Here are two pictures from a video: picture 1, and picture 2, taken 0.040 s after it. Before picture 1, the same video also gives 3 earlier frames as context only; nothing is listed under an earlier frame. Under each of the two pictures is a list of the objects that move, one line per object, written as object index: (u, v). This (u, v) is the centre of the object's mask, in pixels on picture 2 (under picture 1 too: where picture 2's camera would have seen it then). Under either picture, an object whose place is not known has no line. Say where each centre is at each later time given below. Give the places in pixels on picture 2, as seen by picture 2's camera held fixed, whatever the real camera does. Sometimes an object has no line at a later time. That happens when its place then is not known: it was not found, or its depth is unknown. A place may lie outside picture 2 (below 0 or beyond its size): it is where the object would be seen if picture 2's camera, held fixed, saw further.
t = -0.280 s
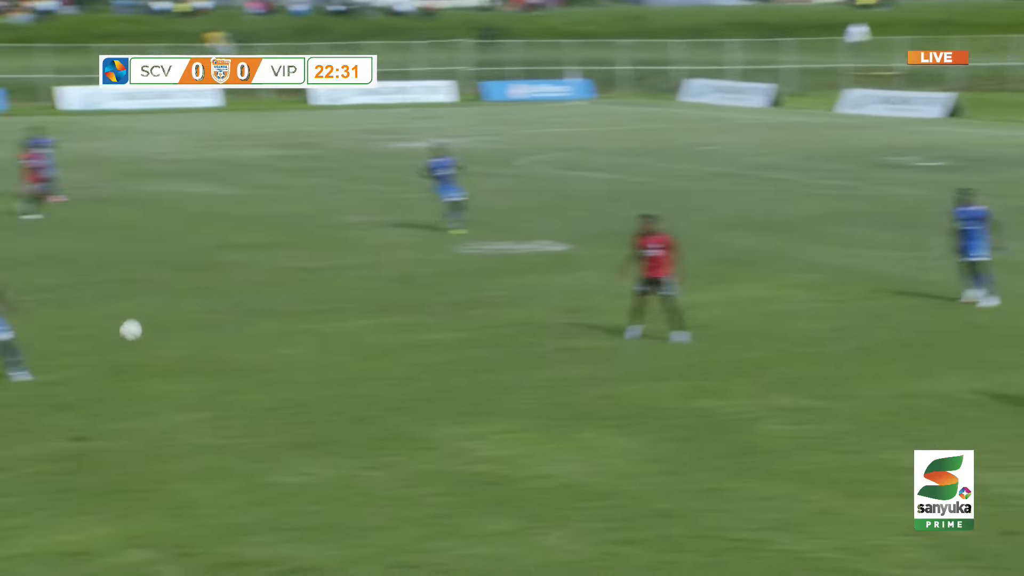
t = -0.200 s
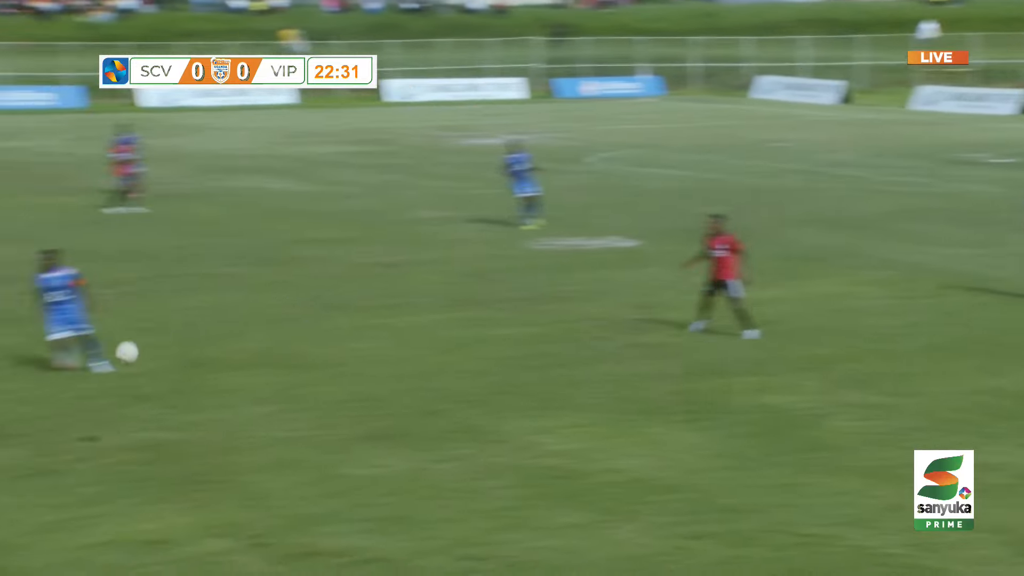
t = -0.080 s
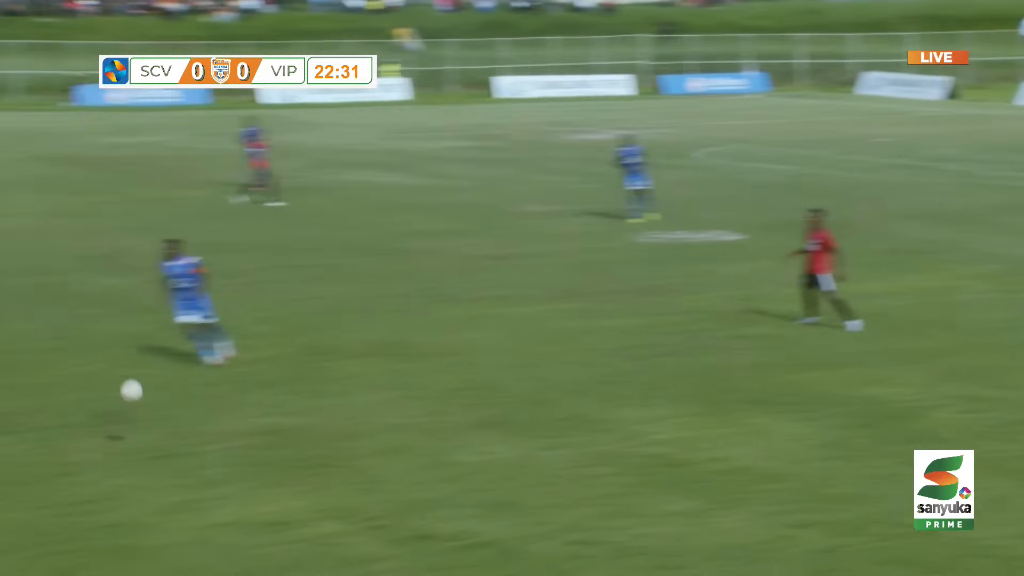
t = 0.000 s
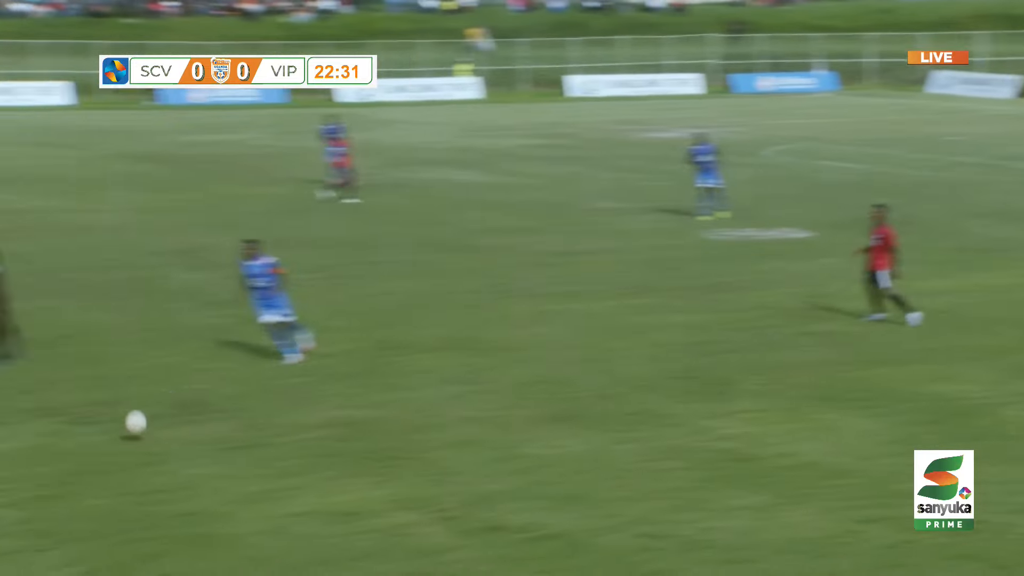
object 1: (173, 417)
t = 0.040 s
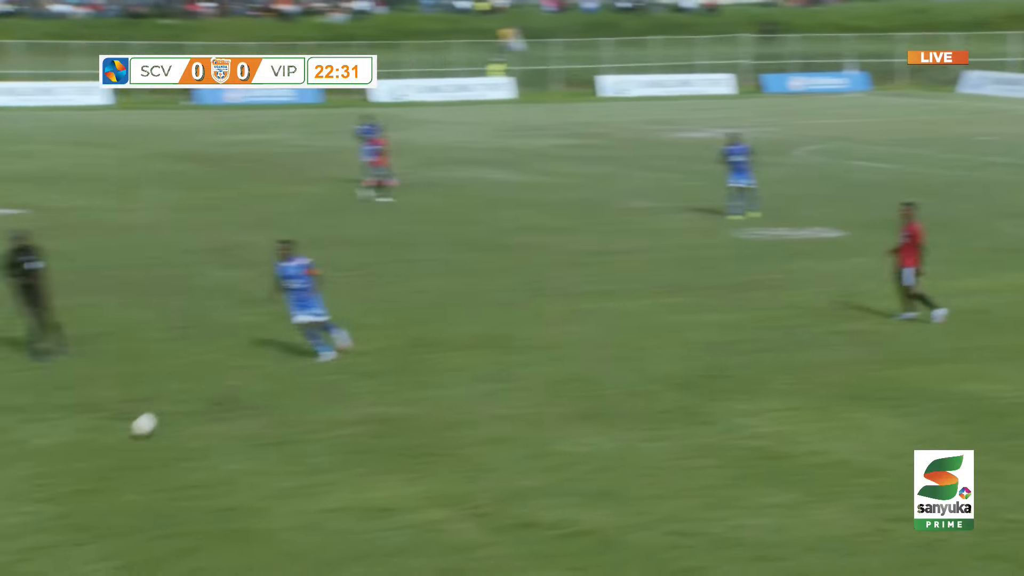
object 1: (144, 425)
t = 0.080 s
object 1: (130, 411)
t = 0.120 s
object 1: (115, 398)
